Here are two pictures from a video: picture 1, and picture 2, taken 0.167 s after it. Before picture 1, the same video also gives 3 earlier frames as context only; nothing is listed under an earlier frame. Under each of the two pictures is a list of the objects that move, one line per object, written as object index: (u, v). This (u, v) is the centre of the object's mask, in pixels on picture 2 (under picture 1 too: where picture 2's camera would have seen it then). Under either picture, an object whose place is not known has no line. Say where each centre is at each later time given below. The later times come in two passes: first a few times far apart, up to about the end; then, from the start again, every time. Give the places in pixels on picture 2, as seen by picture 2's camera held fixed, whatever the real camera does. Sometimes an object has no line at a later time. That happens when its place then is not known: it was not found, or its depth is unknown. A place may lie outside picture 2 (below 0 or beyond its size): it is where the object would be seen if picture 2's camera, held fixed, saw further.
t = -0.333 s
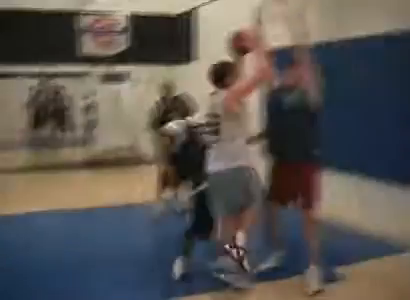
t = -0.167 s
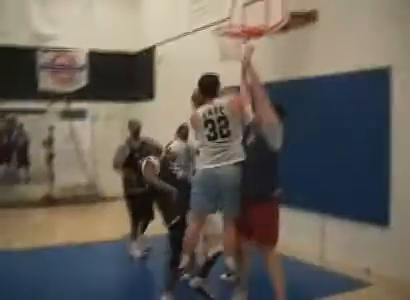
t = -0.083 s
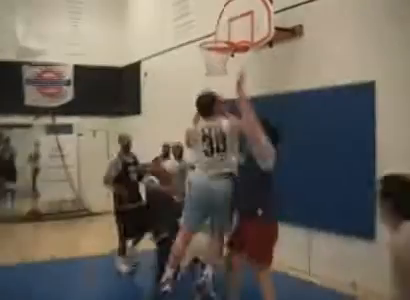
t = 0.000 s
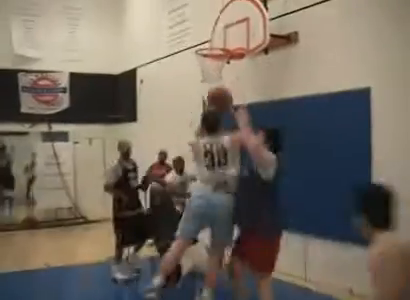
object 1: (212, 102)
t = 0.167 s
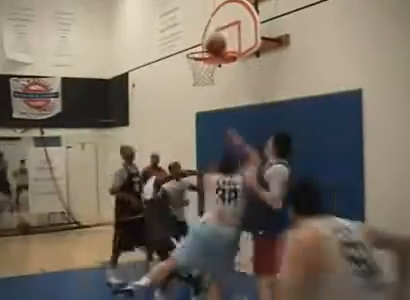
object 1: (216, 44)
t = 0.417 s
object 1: (219, 15)
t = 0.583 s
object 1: (222, 25)
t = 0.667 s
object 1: (216, 31)
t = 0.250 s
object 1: (217, 27)
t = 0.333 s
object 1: (218, 19)
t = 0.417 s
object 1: (219, 15)
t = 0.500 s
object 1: (220, 17)
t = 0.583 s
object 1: (222, 25)
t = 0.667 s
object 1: (216, 31)
